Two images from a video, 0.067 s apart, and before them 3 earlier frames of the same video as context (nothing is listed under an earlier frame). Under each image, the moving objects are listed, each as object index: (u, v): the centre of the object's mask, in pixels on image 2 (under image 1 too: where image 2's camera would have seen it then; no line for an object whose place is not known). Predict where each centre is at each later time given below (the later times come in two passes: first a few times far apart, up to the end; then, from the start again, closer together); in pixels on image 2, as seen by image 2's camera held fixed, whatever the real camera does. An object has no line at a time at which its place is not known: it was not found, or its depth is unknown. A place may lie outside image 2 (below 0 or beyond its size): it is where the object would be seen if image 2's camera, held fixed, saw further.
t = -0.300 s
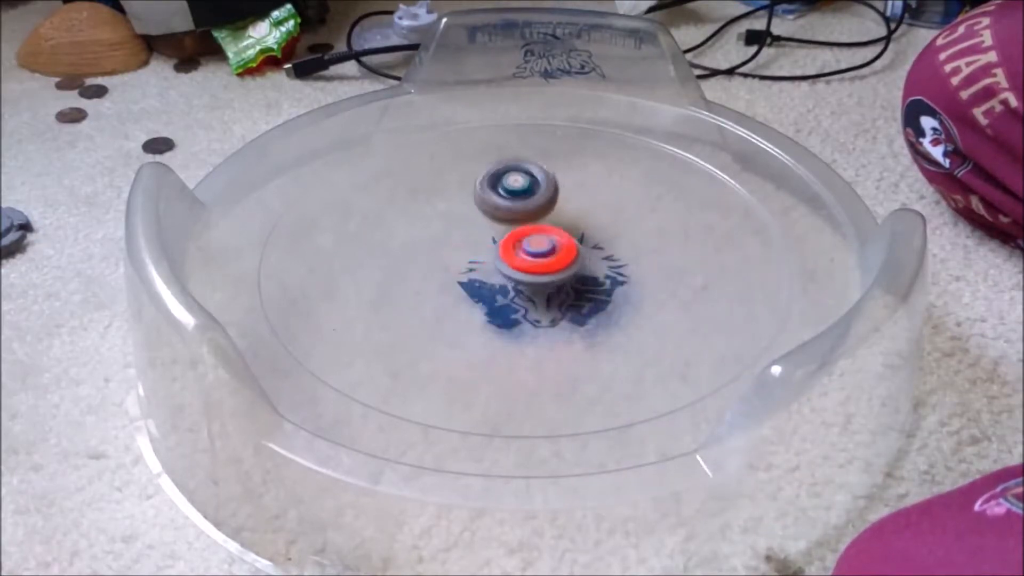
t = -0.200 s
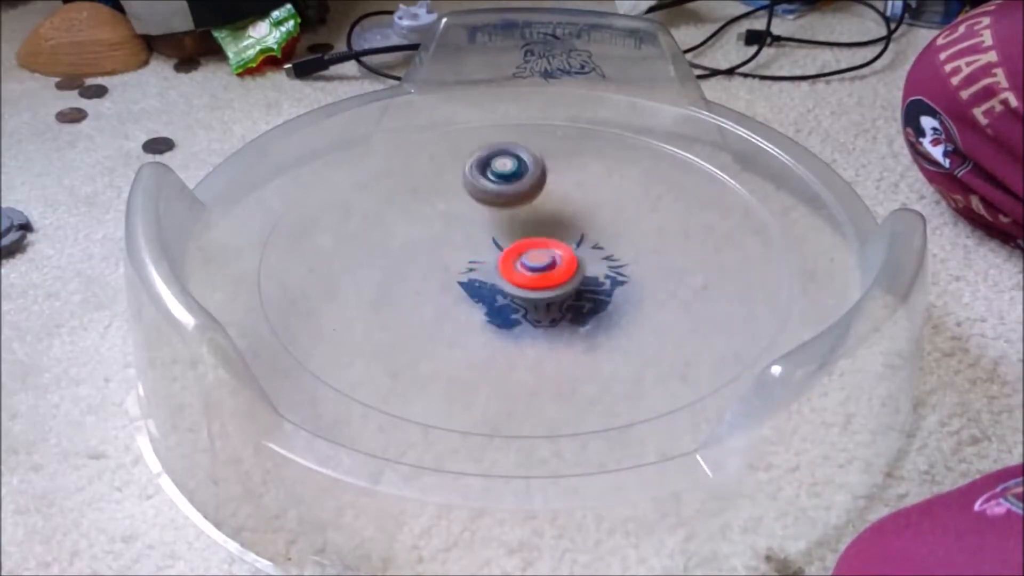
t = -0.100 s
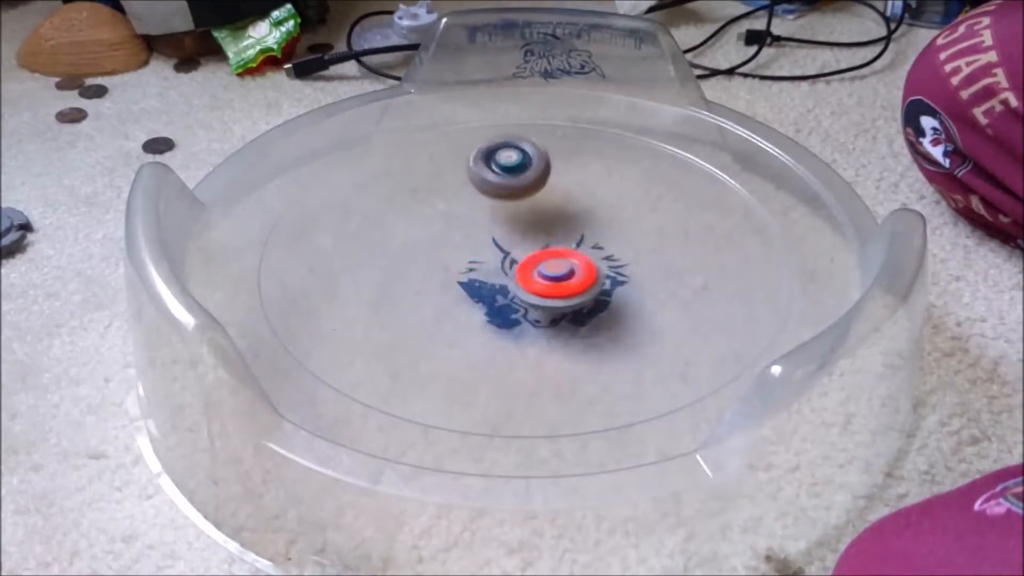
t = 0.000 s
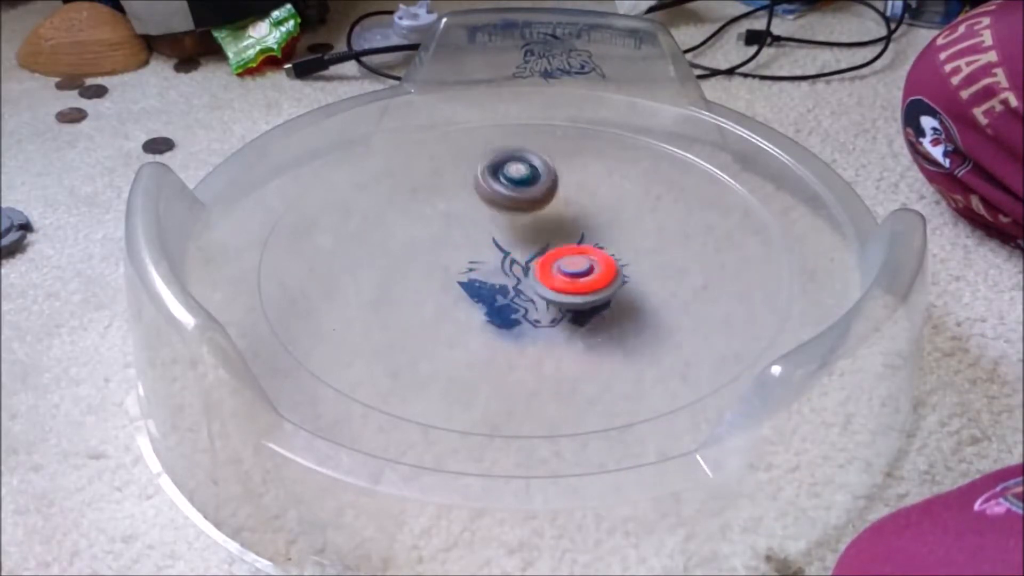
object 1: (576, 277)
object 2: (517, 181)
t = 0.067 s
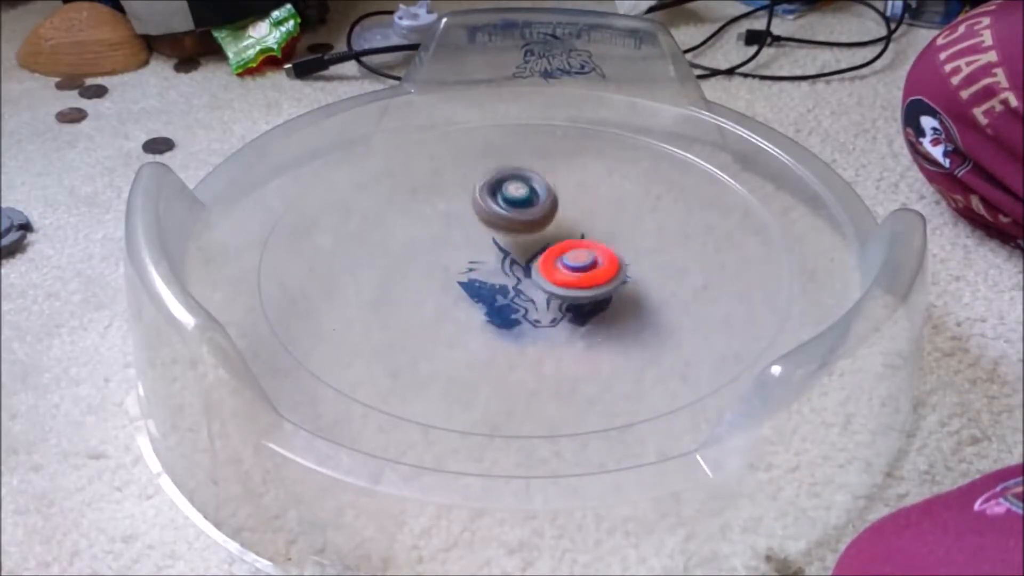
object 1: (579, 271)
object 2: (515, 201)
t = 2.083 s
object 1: (513, 265)
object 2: (608, 243)
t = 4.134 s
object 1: (570, 279)
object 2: (448, 273)
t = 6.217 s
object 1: (513, 245)
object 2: (561, 287)
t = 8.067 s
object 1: (495, 257)
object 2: (543, 301)
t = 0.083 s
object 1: (578, 270)
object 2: (514, 207)
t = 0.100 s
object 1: (577, 268)
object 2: (512, 212)
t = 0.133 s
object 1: (575, 267)
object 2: (504, 220)
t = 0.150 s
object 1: (581, 270)
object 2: (491, 218)
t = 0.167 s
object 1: (586, 273)
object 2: (481, 216)
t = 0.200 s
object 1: (593, 277)
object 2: (465, 217)
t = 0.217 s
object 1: (596, 278)
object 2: (457, 218)
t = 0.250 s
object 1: (600, 279)
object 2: (445, 217)
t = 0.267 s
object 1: (602, 280)
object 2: (438, 217)
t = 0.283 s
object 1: (603, 280)
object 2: (433, 216)
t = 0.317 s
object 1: (605, 281)
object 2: (422, 215)
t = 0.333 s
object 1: (606, 282)
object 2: (419, 215)
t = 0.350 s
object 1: (606, 281)
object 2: (415, 215)
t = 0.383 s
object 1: (606, 282)
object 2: (411, 214)
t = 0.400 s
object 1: (605, 281)
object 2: (410, 215)
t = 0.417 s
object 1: (605, 282)
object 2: (410, 215)
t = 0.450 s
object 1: (602, 281)
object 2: (411, 216)
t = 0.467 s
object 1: (602, 281)
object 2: (413, 218)
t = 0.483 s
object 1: (600, 281)
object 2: (415, 220)
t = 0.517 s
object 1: (596, 280)
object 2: (421, 224)
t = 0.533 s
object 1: (593, 280)
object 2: (425, 226)
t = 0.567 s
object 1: (583, 280)
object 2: (435, 233)
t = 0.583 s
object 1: (579, 281)
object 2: (439, 237)
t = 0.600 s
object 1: (573, 281)
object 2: (444, 242)
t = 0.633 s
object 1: (563, 282)
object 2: (453, 250)
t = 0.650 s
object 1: (559, 284)
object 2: (457, 254)
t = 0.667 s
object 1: (555, 284)
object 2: (461, 259)
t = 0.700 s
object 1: (564, 288)
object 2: (450, 263)
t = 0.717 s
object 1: (567, 289)
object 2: (442, 264)
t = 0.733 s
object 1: (570, 290)
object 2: (436, 266)
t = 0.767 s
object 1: (571, 291)
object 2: (425, 267)
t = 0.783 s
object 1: (572, 292)
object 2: (421, 267)
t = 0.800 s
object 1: (573, 292)
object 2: (416, 267)
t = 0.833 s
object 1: (573, 293)
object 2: (411, 267)
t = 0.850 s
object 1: (572, 292)
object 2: (410, 267)
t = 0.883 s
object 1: (572, 292)
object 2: (410, 266)
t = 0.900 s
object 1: (572, 292)
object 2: (410, 266)
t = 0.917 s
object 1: (572, 292)
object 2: (412, 266)
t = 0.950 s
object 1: (569, 291)
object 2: (417, 266)
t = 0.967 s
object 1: (569, 291)
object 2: (421, 265)
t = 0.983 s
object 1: (568, 291)
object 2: (425, 266)
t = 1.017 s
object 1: (565, 290)
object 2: (436, 266)
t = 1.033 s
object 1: (564, 289)
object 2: (443, 266)
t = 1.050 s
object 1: (561, 288)
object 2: (451, 267)
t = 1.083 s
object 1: (558, 287)
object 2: (460, 268)
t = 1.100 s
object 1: (565, 286)
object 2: (455, 266)
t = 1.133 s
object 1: (572, 284)
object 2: (446, 264)
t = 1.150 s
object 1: (572, 283)
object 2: (445, 262)
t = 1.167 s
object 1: (571, 283)
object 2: (444, 261)
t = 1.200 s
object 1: (565, 280)
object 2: (443, 257)
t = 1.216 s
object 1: (562, 280)
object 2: (445, 255)
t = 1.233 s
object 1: (558, 279)
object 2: (446, 254)
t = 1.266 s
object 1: (550, 278)
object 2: (454, 251)
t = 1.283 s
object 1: (547, 278)
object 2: (459, 250)
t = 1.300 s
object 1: (546, 277)
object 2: (459, 247)
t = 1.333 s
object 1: (546, 278)
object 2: (452, 242)
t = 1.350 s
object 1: (544, 279)
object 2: (451, 238)
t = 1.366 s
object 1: (541, 279)
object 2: (451, 234)
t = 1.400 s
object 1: (535, 279)
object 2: (454, 229)
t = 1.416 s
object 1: (532, 281)
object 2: (456, 226)
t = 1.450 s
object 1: (526, 282)
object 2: (465, 222)
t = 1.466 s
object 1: (523, 282)
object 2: (471, 220)
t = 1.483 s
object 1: (520, 284)
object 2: (478, 220)
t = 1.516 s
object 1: (516, 285)
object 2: (490, 221)
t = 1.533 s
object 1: (515, 286)
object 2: (497, 222)
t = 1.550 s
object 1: (513, 288)
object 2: (503, 224)
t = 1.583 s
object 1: (511, 288)
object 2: (515, 227)
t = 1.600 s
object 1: (512, 289)
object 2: (520, 227)
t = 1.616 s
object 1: (511, 291)
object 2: (525, 220)
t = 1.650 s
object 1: (515, 296)
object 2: (538, 209)
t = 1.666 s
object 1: (515, 298)
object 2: (545, 206)
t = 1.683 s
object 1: (516, 298)
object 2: (550, 204)
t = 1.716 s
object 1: (516, 297)
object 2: (562, 199)
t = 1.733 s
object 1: (517, 298)
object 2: (567, 197)
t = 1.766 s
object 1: (517, 297)
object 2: (578, 194)
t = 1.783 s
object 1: (518, 297)
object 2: (584, 193)
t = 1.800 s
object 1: (518, 296)
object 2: (590, 192)
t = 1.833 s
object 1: (519, 294)
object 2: (601, 192)
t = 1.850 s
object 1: (519, 293)
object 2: (606, 193)
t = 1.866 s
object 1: (520, 290)
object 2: (611, 195)
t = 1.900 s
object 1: (520, 287)
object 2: (619, 199)
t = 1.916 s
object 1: (520, 284)
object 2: (622, 202)
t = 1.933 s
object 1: (520, 282)
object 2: (624, 206)
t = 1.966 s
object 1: (519, 278)
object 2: (625, 214)
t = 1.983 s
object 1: (518, 276)
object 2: (625, 218)
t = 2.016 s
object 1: (516, 271)
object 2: (621, 227)
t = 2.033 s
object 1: (515, 269)
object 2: (619, 231)
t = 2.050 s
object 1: (514, 268)
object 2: (617, 234)
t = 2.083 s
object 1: (513, 265)
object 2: (608, 243)
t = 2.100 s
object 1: (512, 264)
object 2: (605, 246)
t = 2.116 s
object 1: (510, 262)
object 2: (601, 250)
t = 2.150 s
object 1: (502, 257)
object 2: (591, 258)
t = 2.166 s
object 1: (499, 256)
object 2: (587, 261)
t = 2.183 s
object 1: (496, 254)
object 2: (583, 264)
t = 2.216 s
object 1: (491, 252)
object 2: (570, 272)
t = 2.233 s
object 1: (487, 251)
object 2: (566, 274)
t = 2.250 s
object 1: (485, 250)
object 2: (560, 277)
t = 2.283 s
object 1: (481, 249)
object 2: (549, 282)
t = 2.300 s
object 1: (479, 248)
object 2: (543, 285)
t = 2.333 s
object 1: (477, 248)
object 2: (531, 290)
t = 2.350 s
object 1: (477, 248)
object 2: (525, 293)
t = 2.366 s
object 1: (478, 247)
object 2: (521, 294)
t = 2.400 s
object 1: (481, 247)
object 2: (509, 296)
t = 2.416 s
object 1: (483, 248)
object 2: (504, 298)
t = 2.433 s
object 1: (486, 249)
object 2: (500, 300)
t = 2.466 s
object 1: (494, 250)
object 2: (484, 302)
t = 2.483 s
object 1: (498, 251)
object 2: (478, 303)
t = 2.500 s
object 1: (503, 252)
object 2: (472, 303)
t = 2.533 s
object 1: (508, 254)
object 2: (458, 301)
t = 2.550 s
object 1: (511, 254)
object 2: (454, 301)
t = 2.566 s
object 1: (512, 254)
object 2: (446, 299)
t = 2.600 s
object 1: (516, 253)
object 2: (438, 295)
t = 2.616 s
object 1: (519, 252)
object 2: (434, 293)
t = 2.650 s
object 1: (525, 251)
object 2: (430, 286)
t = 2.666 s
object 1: (527, 250)
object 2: (431, 283)
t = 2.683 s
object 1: (529, 248)
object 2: (432, 280)
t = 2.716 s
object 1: (534, 246)
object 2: (437, 274)
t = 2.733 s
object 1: (535, 245)
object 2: (441, 271)
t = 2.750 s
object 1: (536, 244)
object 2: (446, 269)
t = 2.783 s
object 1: (539, 241)
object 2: (456, 264)
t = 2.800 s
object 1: (541, 240)
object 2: (461, 261)
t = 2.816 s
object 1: (544, 239)
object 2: (461, 261)
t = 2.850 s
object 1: (552, 236)
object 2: (460, 260)
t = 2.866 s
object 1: (554, 236)
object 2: (460, 259)
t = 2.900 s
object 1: (557, 235)
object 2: (467, 256)
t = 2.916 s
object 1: (559, 234)
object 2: (471, 256)
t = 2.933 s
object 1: (560, 233)
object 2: (474, 255)
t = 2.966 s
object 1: (564, 232)
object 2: (484, 254)
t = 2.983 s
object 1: (567, 230)
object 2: (483, 256)
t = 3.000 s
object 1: (573, 227)
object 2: (482, 257)
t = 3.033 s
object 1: (577, 226)
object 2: (482, 262)
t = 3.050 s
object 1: (578, 224)
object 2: (482, 262)
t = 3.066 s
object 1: (579, 223)
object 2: (483, 264)
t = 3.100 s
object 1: (582, 221)
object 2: (486, 266)
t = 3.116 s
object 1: (583, 221)
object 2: (488, 269)
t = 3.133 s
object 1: (583, 220)
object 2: (489, 270)
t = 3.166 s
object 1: (582, 219)
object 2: (493, 274)
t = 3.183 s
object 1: (582, 219)
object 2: (495, 275)
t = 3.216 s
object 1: (578, 221)
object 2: (498, 278)
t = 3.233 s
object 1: (577, 222)
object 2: (499, 280)
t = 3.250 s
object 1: (576, 224)
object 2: (501, 281)
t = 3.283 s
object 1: (573, 227)
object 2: (504, 284)
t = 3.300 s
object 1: (572, 229)
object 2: (505, 285)
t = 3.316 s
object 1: (571, 231)
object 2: (506, 286)
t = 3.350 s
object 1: (570, 235)
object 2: (510, 286)
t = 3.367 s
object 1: (569, 237)
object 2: (511, 287)
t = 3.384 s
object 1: (568, 239)
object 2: (512, 287)
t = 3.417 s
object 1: (568, 242)
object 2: (516, 287)
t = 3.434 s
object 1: (568, 243)
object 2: (518, 288)
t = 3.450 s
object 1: (567, 244)
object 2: (519, 290)
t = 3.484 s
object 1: (564, 248)
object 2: (518, 296)
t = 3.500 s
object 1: (566, 247)
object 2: (519, 297)
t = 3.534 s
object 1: (563, 252)
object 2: (519, 300)
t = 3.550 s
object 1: (562, 253)
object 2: (518, 301)
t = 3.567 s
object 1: (561, 256)
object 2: (519, 302)
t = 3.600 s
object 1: (562, 258)
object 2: (519, 303)
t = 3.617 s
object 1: (561, 259)
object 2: (516, 308)
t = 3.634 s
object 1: (558, 260)
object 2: (514, 312)
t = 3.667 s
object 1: (557, 263)
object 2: (509, 316)
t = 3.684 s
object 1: (555, 266)
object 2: (505, 318)
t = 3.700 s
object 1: (555, 266)
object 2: (500, 319)
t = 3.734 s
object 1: (554, 270)
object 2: (493, 321)
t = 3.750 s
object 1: (553, 271)
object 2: (488, 321)
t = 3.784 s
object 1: (553, 275)
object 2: (482, 321)
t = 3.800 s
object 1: (553, 277)
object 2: (480, 321)
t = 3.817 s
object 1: (555, 277)
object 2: (477, 319)
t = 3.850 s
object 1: (554, 284)
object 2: (476, 313)
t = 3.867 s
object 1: (555, 284)
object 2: (477, 309)
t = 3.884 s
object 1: (556, 286)
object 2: (476, 308)
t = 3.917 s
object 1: (559, 286)
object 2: (478, 303)
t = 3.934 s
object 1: (561, 287)
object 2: (477, 301)
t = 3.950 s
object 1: (561, 288)
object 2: (475, 301)
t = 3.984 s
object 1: (563, 287)
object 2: (471, 296)
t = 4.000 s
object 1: (565, 286)
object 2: (466, 293)
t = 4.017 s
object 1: (568, 286)
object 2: (461, 293)
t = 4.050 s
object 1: (570, 285)
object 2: (456, 288)
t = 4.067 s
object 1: (570, 284)
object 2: (454, 285)
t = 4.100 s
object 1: (571, 281)
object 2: (450, 279)
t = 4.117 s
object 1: (570, 280)
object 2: (450, 277)
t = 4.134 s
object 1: (570, 279)
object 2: (448, 273)
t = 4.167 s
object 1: (568, 276)
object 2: (449, 268)
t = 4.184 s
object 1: (568, 276)
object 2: (450, 266)
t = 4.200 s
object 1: (565, 274)
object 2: (450, 262)
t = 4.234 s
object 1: (562, 272)
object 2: (453, 257)
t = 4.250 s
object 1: (559, 270)
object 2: (455, 255)
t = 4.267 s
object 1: (557, 270)
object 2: (456, 252)
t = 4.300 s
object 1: (551, 268)
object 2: (461, 247)
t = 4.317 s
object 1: (548, 268)
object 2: (464, 245)
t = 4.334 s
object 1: (545, 267)
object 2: (465, 242)
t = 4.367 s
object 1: (545, 267)
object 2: (461, 238)
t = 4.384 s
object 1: (544, 266)
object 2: (460, 237)
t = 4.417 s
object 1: (542, 264)
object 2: (460, 234)
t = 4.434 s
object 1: (541, 264)
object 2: (461, 231)
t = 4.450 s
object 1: (541, 265)
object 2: (460, 228)
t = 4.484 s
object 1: (540, 265)
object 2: (454, 222)
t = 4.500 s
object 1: (539, 265)
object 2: (454, 219)
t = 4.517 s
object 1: (539, 265)
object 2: (453, 218)
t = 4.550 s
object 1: (538, 265)
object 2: (452, 214)
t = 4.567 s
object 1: (537, 265)
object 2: (452, 211)
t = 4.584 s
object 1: (536, 266)
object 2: (451, 209)
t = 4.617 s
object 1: (536, 266)
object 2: (454, 206)
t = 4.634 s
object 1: (535, 267)
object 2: (457, 205)
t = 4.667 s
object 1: (534, 268)
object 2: (462, 205)
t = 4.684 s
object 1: (534, 268)
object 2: (466, 205)
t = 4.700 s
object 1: (535, 268)
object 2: (470, 207)
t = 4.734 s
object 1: (534, 269)
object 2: (477, 209)
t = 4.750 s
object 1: (534, 270)
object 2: (482, 210)
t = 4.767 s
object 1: (534, 270)
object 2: (485, 212)
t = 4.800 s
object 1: (535, 271)
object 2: (492, 215)
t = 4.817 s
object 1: (536, 272)
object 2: (495, 215)
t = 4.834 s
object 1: (536, 272)
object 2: (496, 215)
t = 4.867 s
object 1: (536, 273)
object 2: (502, 216)
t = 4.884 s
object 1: (536, 273)
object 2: (505, 217)
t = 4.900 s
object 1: (536, 274)
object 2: (508, 216)
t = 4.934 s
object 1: (533, 275)
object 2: (517, 214)
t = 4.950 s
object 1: (530, 276)
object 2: (519, 214)
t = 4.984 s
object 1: (529, 276)
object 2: (527, 214)
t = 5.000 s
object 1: (528, 277)
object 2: (532, 214)
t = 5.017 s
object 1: (528, 278)
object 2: (536, 215)
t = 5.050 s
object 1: (528, 278)
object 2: (544, 216)
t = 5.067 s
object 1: (528, 278)
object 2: (547, 217)
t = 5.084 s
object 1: (528, 278)
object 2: (550, 218)
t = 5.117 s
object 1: (527, 278)
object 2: (558, 219)
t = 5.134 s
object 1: (527, 278)
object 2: (561, 218)
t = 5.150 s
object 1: (526, 278)
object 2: (565, 219)
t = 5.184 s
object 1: (525, 276)
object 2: (570, 218)
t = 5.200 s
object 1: (524, 277)
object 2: (573, 218)
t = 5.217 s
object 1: (522, 276)
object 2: (578, 218)
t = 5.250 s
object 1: (520, 275)
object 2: (587, 218)
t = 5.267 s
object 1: (519, 274)
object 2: (590, 217)
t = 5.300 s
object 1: (516, 272)
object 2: (594, 219)
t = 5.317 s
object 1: (515, 272)
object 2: (595, 220)
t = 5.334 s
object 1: (514, 271)
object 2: (598, 222)
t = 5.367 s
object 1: (512, 269)
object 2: (600, 226)
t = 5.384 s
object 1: (512, 269)
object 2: (601, 227)
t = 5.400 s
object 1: (510, 268)
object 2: (600, 230)
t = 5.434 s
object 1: (507, 267)
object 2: (599, 235)
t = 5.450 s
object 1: (507, 267)
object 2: (598, 238)
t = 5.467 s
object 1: (506, 267)
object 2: (597, 239)
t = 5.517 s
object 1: (506, 266)
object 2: (595, 243)
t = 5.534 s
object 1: (505, 267)
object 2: (593, 245)
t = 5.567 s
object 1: (504, 266)
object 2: (590, 250)
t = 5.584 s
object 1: (502, 267)
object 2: (590, 253)
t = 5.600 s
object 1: (501, 266)
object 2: (590, 254)
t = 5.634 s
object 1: (500, 268)
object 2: (589, 256)
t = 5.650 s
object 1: (499, 268)
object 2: (587, 259)
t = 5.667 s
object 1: (498, 268)
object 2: (587, 261)
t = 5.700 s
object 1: (499, 268)
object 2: (590, 265)
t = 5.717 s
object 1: (501, 268)
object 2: (591, 267)
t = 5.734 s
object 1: (502, 268)
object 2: (591, 268)
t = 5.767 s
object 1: (503, 267)
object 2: (592, 271)
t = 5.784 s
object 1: (505, 266)
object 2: (596, 272)
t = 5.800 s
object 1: (506, 265)
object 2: (597, 273)
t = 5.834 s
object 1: (511, 263)
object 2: (601, 276)
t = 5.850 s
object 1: (512, 263)
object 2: (602, 278)
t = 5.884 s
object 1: (515, 261)
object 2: (606, 282)
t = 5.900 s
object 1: (516, 260)
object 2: (608, 284)
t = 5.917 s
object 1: (518, 259)
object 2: (609, 285)
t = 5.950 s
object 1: (520, 256)
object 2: (608, 288)
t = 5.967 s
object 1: (521, 255)
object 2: (606, 288)
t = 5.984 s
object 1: (521, 254)
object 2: (604, 290)
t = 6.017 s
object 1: (521, 252)
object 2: (599, 291)
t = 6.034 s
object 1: (522, 251)
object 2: (596, 291)
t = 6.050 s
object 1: (521, 249)
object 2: (593, 290)
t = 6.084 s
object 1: (520, 248)
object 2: (586, 288)
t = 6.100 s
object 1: (520, 248)
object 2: (582, 288)
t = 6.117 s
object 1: (518, 247)
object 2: (578, 287)
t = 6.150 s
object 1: (516, 246)
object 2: (571, 287)
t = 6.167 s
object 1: (515, 245)
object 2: (568, 286)
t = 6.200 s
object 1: (513, 244)
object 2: (563, 287)
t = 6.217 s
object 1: (513, 245)
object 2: (561, 287)
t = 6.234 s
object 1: (512, 245)
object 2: (560, 286)
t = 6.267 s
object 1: (511, 244)
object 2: (559, 287)
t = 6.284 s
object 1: (510, 245)
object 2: (558, 287)
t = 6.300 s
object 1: (511, 244)
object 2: (556, 287)
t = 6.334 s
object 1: (509, 245)
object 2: (556, 290)
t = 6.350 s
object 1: (509, 244)
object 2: (557, 292)
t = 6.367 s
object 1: (509, 245)
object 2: (561, 295)
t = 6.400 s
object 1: (508, 244)
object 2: (565, 295)
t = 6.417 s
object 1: (508, 245)
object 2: (568, 294)
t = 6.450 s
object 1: (507, 244)
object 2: (567, 292)
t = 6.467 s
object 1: (506, 244)
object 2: (569, 292)
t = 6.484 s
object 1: (505, 244)
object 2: (568, 291)
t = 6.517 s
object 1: (504, 243)
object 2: (565, 289)
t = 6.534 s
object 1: (504, 243)
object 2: (562, 289)
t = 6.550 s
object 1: (503, 243)
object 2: (560, 290)
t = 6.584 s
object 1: (502, 244)
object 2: (559, 291)
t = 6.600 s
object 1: (502, 244)
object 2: (558, 290)
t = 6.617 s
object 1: (503, 245)
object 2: (557, 289)
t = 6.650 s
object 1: (503, 246)
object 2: (556, 288)
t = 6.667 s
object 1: (502, 246)
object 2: (555, 287)
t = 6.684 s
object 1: (502, 244)
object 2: (555, 291)
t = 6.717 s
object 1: (502, 245)
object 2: (557, 293)
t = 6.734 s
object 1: (503, 244)
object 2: (558, 295)
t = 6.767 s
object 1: (505, 242)
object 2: (562, 296)
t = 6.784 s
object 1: (506, 242)
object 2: (565, 295)
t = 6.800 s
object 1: (506, 243)
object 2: (566, 294)
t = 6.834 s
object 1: (508, 242)
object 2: (566, 290)
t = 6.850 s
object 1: (509, 242)
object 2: (566, 289)
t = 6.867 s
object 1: (510, 243)
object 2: (564, 289)
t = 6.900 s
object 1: (513, 245)
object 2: (564, 288)
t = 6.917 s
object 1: (513, 244)
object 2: (562, 288)
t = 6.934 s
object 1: (512, 241)
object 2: (562, 291)
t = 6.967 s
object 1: (514, 239)
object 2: (562, 295)
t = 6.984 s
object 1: (516, 240)
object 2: (562, 295)
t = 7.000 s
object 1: (516, 241)
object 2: (561, 298)
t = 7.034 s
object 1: (515, 241)
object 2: (559, 302)
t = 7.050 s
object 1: (514, 241)
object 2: (558, 303)
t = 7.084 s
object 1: (513, 241)
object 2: (556, 304)
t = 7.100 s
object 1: (513, 240)
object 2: (556, 305)
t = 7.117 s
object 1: (514, 240)
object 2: (555, 306)
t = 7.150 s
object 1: (517, 240)
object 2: (553, 307)
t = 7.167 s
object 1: (517, 240)
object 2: (551, 307)
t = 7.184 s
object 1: (518, 241)
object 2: (549, 308)
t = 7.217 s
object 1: (519, 243)
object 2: (546, 308)
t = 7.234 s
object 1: (518, 245)
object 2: (545, 309)
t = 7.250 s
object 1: (517, 245)
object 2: (543, 308)
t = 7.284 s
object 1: (517, 246)
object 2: (540, 308)
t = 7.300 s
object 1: (517, 246)
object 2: (538, 307)
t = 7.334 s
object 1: (517, 247)
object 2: (536, 307)
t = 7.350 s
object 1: (516, 248)
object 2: (536, 307)
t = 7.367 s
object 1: (515, 250)
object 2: (536, 308)
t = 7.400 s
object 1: (513, 251)
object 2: (536, 308)
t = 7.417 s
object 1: (512, 251)
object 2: (536, 308)
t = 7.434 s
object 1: (511, 251)
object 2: (536, 308)
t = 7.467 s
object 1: (507, 252)
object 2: (536, 306)
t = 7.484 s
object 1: (503, 252)
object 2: (537, 306)
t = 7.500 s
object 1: (501, 252)
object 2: (538, 305)
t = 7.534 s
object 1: (496, 255)
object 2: (539, 303)
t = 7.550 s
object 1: (494, 255)
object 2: (541, 302)
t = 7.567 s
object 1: (491, 256)
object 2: (542, 301)
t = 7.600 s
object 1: (490, 255)
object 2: (543, 298)
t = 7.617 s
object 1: (489, 254)
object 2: (543, 298)
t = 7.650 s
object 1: (491, 252)
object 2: (543, 298)
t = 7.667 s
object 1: (490, 251)
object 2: (543, 297)
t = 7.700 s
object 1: (491, 250)
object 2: (543, 298)
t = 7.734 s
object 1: (492, 251)
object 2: (543, 297)
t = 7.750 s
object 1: (492, 251)
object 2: (543, 298)
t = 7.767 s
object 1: (491, 253)
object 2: (543, 298)
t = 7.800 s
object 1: (490, 257)
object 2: (543, 298)
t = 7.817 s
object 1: (490, 257)
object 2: (543, 298)
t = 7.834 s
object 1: (490, 257)
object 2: (543, 298)
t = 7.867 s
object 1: (491, 258)
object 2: (543, 298)
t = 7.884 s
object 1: (492, 257)
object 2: (543, 298)
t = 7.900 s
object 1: (493, 257)
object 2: (543, 298)
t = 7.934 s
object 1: (495, 257)
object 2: (543, 299)
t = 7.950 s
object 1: (495, 256)
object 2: (543, 299)
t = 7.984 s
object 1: (495, 258)
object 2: (543, 300)
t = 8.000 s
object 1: (495, 258)
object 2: (543, 301)
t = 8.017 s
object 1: (496, 258)
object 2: (543, 301)
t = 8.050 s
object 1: (495, 258)
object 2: (542, 301)
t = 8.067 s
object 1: (495, 257)
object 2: (543, 301)
